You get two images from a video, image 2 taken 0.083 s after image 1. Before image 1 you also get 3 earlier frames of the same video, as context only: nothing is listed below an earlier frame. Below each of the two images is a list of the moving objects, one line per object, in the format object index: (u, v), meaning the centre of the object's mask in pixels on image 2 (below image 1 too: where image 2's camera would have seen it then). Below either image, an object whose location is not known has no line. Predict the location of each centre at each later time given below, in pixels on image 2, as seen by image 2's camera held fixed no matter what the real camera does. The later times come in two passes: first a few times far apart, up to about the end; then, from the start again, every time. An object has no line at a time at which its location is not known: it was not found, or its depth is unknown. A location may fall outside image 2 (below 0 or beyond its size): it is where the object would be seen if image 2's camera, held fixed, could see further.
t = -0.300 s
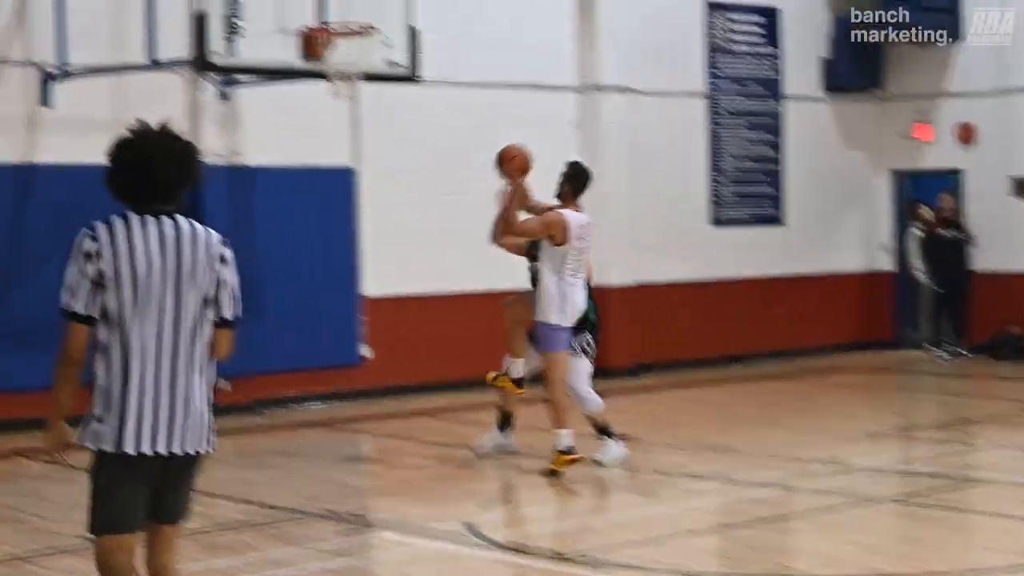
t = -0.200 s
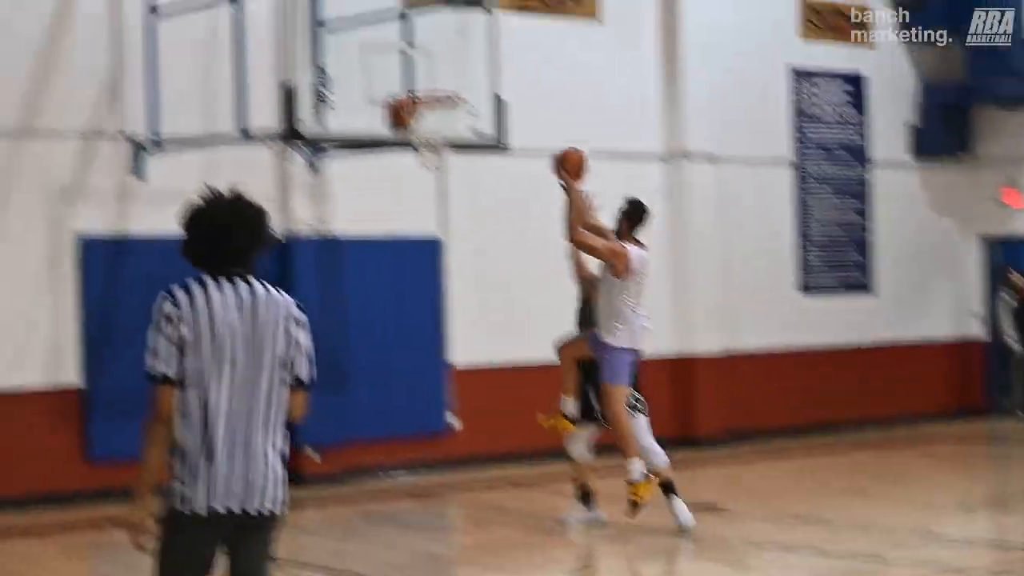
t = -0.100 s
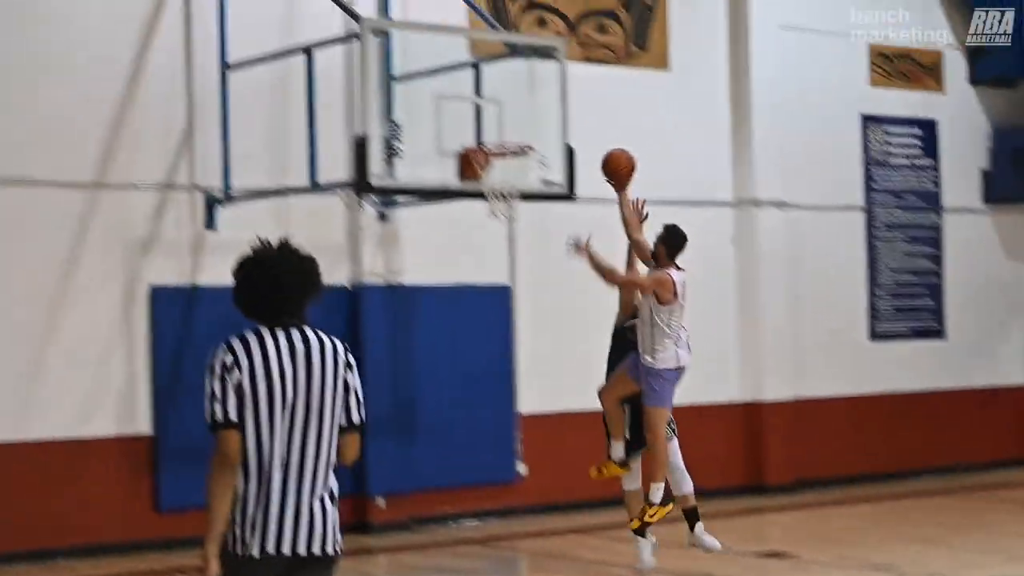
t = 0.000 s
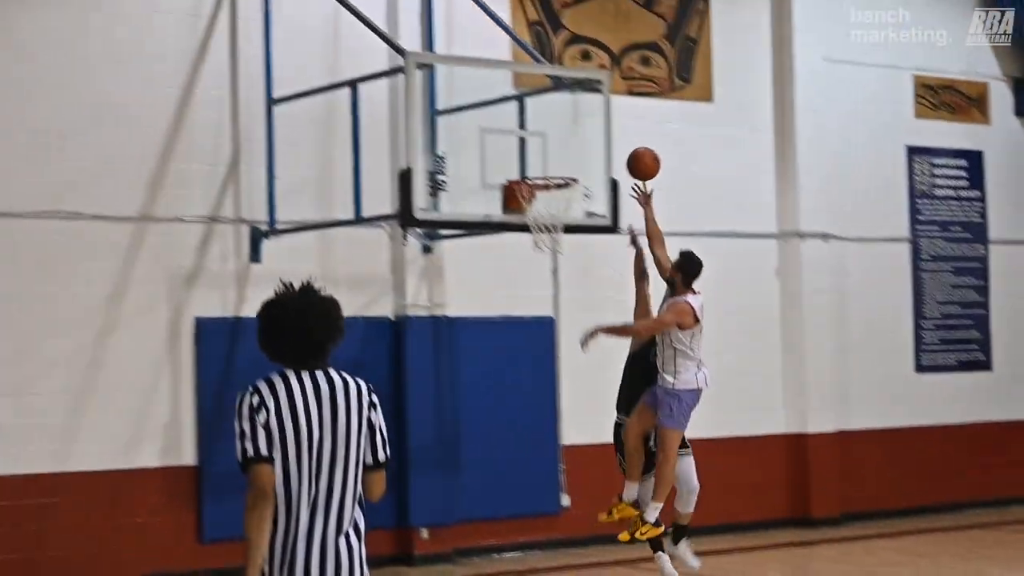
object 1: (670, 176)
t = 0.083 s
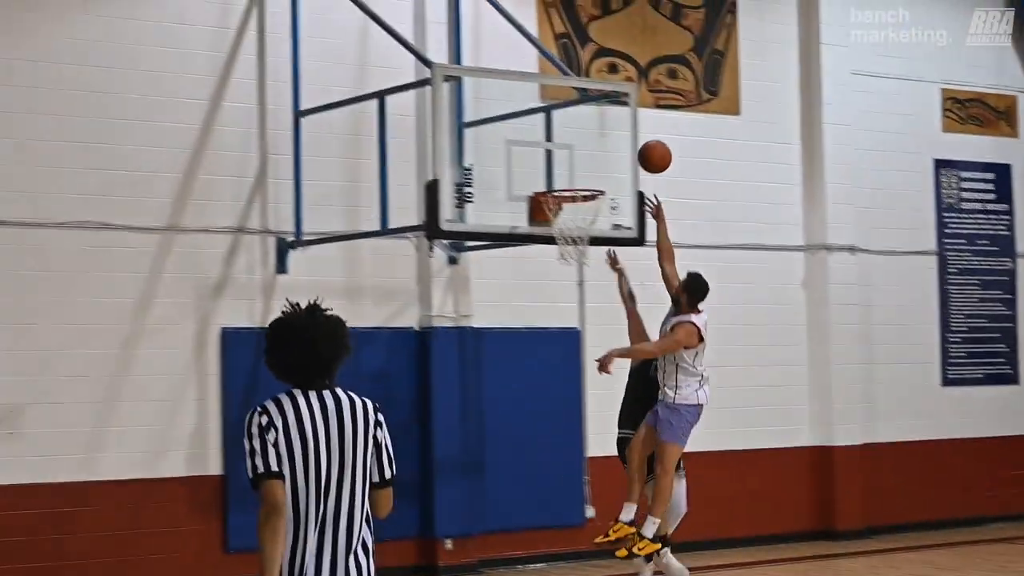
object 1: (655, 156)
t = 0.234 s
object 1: (629, 146)
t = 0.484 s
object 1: (593, 173)
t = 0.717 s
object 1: (569, 198)
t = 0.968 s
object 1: (553, 234)
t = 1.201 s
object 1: (566, 299)
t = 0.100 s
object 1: (652, 154)
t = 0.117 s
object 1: (649, 151)
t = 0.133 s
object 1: (646, 149)
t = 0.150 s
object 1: (643, 148)
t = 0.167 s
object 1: (640, 147)
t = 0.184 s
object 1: (637, 146)
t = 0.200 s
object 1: (634, 145)
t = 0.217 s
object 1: (632, 145)
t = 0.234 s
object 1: (629, 146)
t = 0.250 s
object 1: (626, 146)
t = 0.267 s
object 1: (623, 147)
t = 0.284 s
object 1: (620, 149)
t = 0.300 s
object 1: (617, 151)
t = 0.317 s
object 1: (615, 153)
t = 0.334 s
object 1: (612, 155)
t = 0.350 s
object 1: (609, 158)
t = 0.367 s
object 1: (607, 161)
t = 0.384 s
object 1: (604, 165)
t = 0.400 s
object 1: (601, 169)
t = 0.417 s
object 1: (599, 173)
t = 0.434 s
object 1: (597, 174)
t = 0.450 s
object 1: (596, 174)
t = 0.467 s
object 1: (594, 174)
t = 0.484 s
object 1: (593, 173)
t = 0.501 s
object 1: (592, 174)
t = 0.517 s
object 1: (590, 174)
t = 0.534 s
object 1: (589, 175)
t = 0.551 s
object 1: (587, 176)
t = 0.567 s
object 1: (586, 178)
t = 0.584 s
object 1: (585, 178)
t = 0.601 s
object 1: (584, 180)
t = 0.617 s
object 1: (583, 181)
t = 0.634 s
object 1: (581, 182)
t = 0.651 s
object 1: (578, 183)
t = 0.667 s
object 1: (575, 184)
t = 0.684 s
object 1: (573, 190)
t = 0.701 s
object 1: (571, 195)
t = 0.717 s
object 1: (569, 198)
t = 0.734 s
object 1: (567, 201)
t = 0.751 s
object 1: (565, 204)
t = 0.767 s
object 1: (565, 207)
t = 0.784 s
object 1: (560, 209)
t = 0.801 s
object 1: (558, 212)
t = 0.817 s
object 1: (555, 215)
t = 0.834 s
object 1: (554, 217)
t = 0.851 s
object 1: (555, 223)
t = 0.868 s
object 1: (554, 224)
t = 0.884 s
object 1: (553, 226)
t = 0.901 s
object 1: (552, 227)
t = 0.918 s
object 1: (552, 229)
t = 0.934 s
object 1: (552, 230)
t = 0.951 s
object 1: (553, 232)
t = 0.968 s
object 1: (553, 234)
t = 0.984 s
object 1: (553, 237)
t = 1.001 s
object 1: (553, 239)
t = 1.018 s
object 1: (554, 243)
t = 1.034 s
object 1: (555, 245)
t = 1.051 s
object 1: (556, 249)
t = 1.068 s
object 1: (557, 254)
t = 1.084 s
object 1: (557, 264)
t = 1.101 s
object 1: (558, 266)
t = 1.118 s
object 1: (560, 269)
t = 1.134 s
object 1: (561, 273)
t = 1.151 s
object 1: (563, 279)
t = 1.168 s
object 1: (564, 285)
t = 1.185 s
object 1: (564, 292)
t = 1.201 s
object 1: (566, 299)
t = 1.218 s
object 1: (566, 306)
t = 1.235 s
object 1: (567, 314)
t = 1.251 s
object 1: (568, 323)
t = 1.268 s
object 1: (570, 332)
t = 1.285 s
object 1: (571, 341)
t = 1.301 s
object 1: (572, 350)
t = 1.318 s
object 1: (572, 359)
